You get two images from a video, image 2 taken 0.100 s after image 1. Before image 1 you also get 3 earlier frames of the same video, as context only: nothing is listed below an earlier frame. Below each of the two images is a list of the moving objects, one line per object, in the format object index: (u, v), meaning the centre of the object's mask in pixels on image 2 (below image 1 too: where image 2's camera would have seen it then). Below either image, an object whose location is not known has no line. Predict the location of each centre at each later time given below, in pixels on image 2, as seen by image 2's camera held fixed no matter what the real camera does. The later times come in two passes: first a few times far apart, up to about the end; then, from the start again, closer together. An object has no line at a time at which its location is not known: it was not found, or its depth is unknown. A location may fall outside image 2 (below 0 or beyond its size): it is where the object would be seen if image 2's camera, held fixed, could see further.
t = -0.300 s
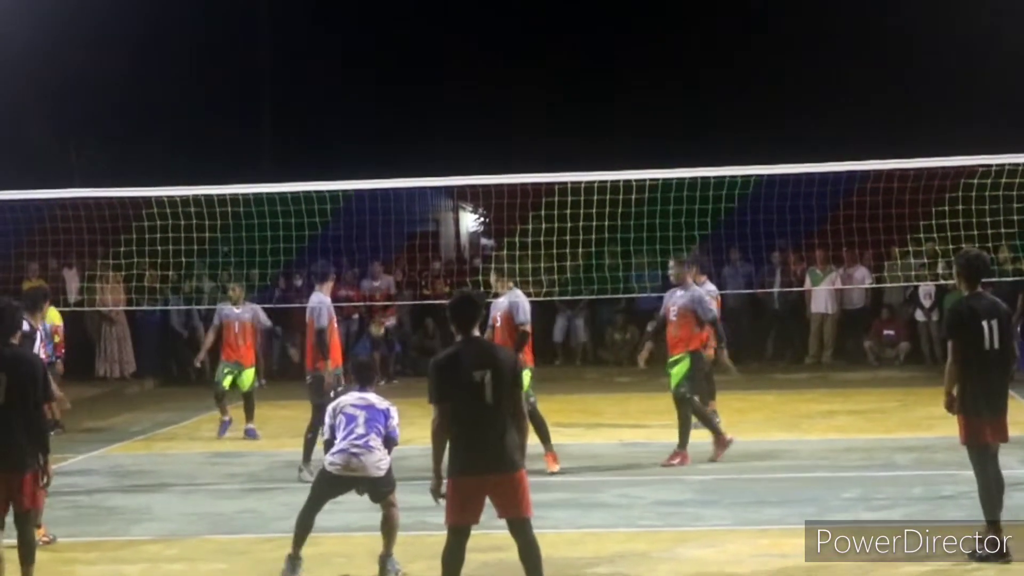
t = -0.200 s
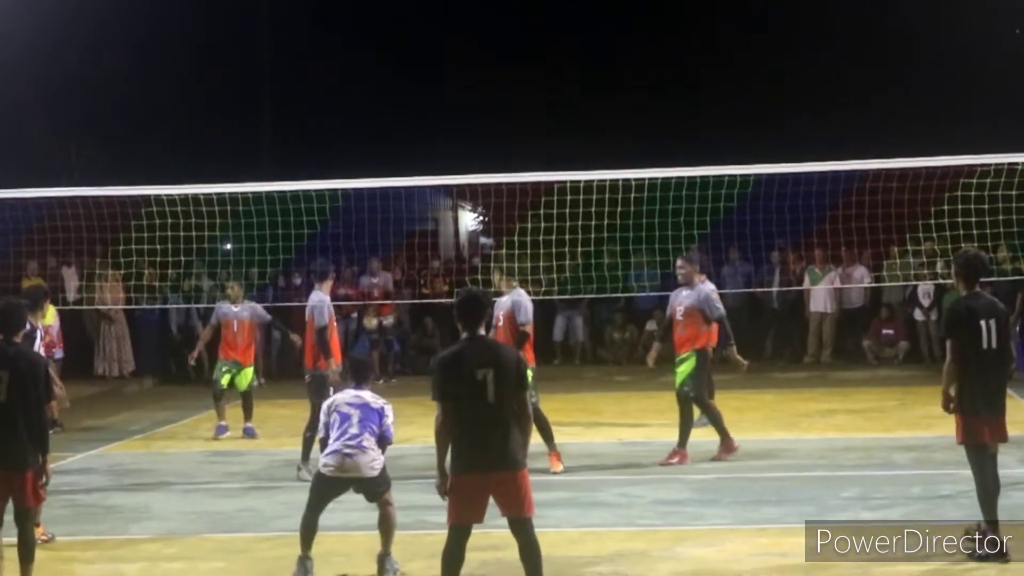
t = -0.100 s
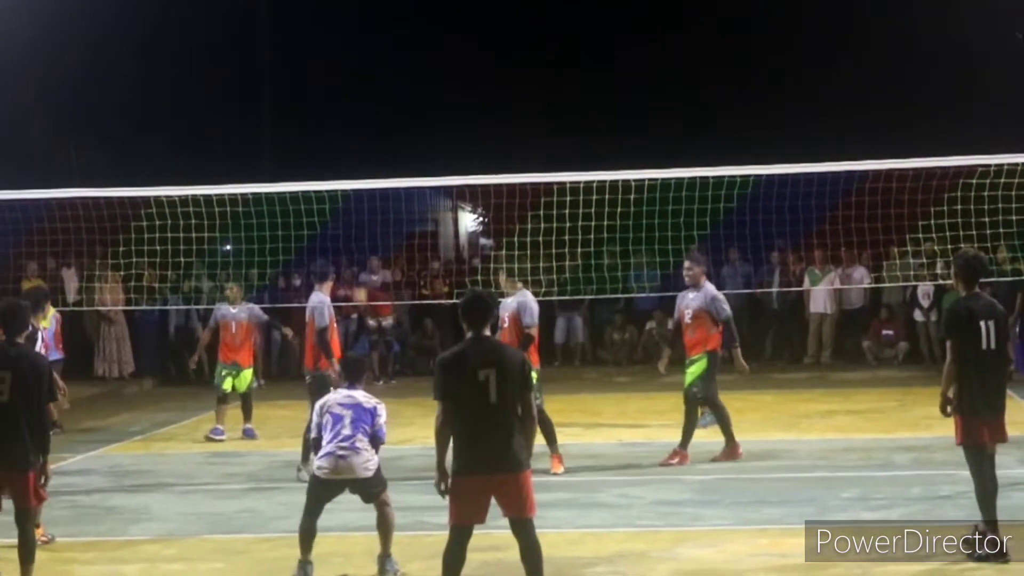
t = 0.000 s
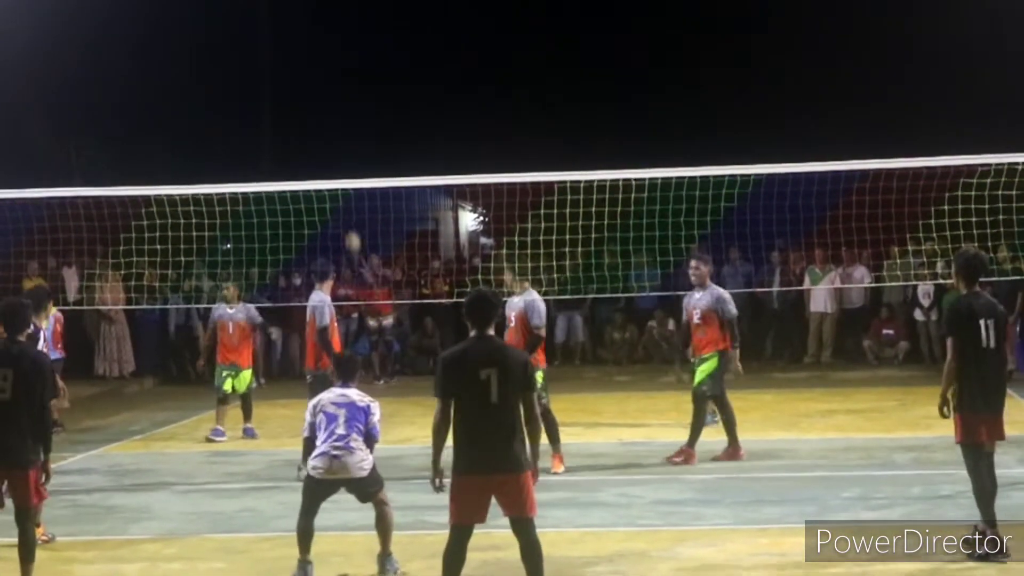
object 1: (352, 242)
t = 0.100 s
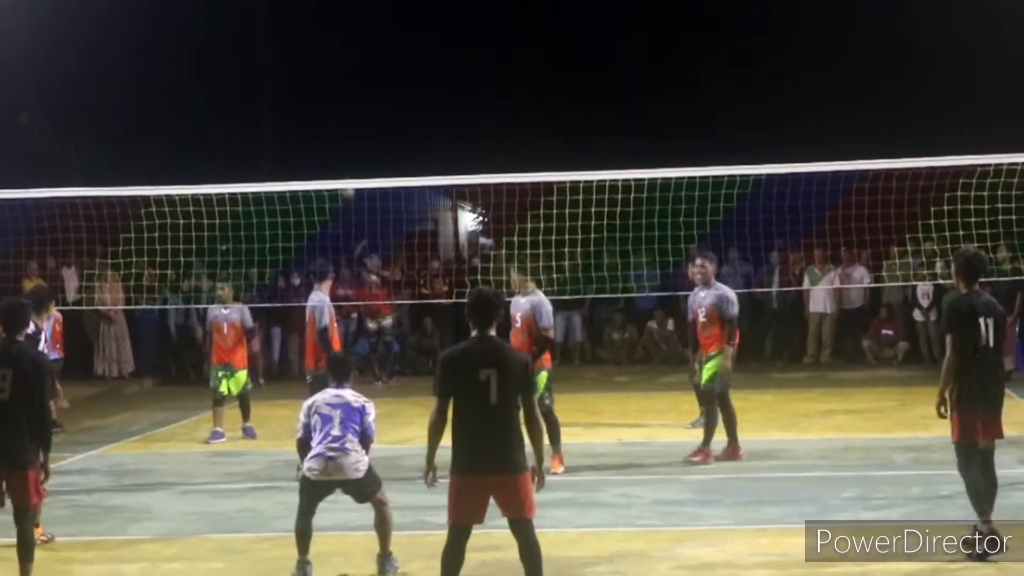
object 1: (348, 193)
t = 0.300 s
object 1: (340, 104)
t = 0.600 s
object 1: (330, 32)
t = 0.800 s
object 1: (324, 22)
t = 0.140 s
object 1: (346, 168)
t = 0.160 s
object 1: (345, 160)
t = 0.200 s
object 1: (344, 142)
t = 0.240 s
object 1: (342, 126)
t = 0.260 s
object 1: (341, 118)
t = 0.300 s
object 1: (340, 104)
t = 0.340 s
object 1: (338, 90)
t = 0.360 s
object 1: (338, 84)
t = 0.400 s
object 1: (337, 72)
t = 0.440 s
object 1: (335, 62)
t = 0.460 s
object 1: (334, 57)
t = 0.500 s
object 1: (333, 48)
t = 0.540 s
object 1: (332, 41)
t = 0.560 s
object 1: (331, 38)
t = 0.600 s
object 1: (330, 32)
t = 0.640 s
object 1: (329, 28)
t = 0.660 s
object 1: (329, 26)
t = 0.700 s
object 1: (327, 24)
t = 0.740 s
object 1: (326, 22)
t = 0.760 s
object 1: (326, 22)
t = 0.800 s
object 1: (324, 22)
